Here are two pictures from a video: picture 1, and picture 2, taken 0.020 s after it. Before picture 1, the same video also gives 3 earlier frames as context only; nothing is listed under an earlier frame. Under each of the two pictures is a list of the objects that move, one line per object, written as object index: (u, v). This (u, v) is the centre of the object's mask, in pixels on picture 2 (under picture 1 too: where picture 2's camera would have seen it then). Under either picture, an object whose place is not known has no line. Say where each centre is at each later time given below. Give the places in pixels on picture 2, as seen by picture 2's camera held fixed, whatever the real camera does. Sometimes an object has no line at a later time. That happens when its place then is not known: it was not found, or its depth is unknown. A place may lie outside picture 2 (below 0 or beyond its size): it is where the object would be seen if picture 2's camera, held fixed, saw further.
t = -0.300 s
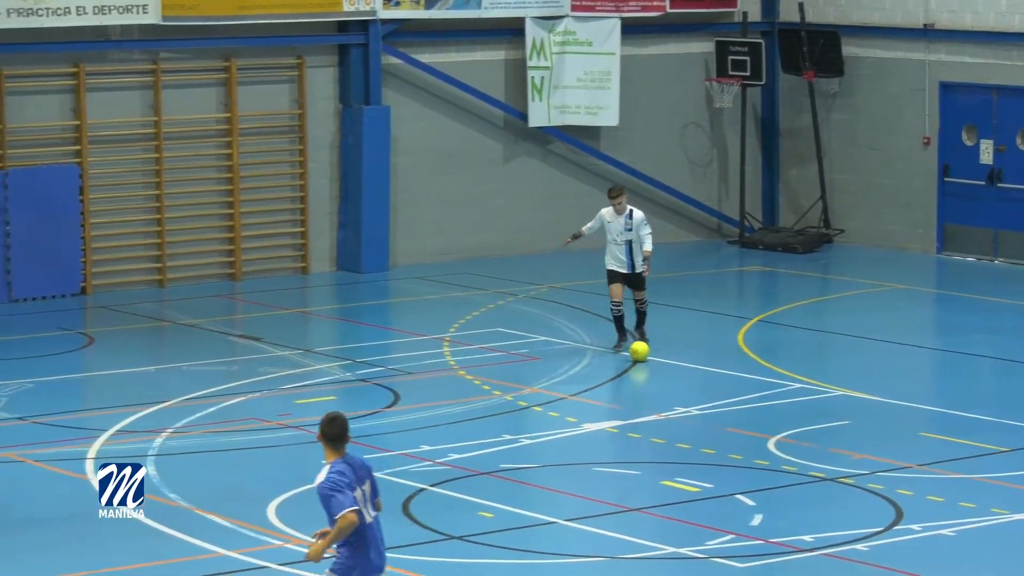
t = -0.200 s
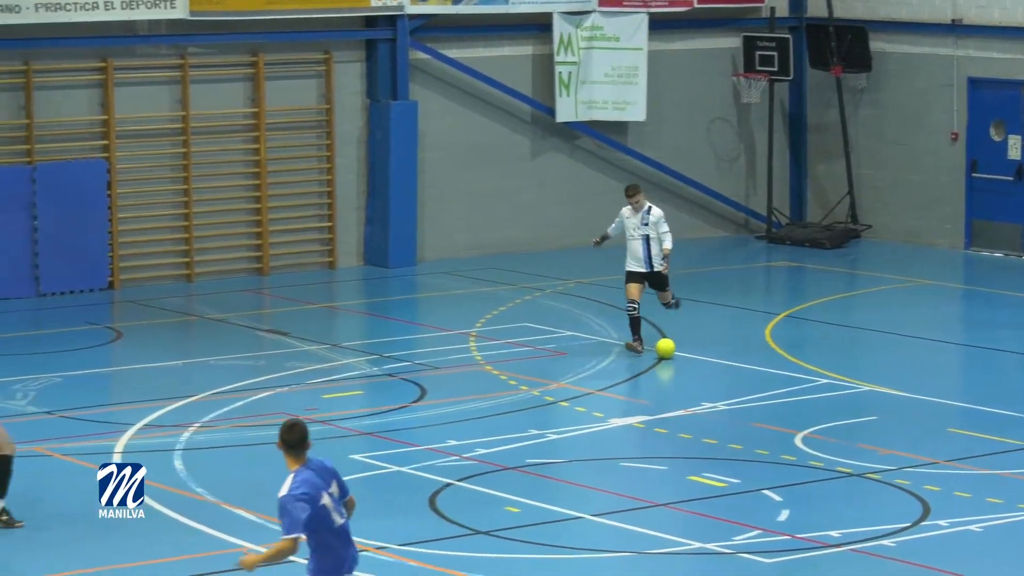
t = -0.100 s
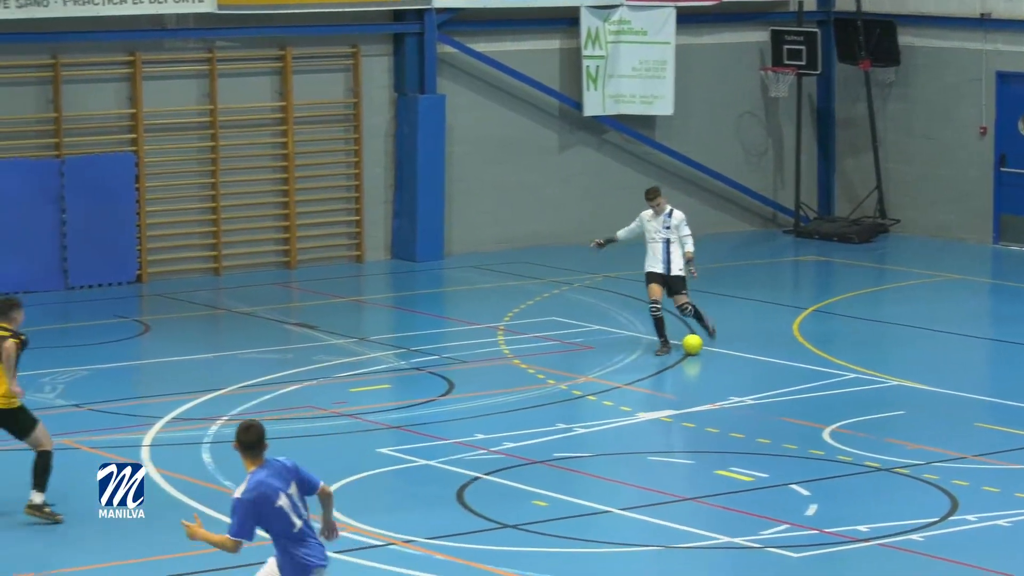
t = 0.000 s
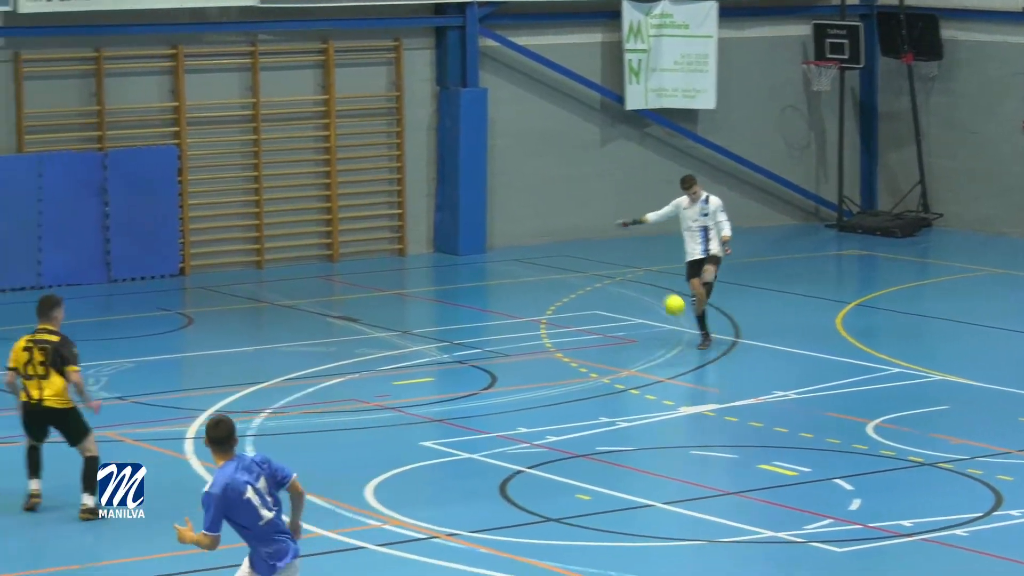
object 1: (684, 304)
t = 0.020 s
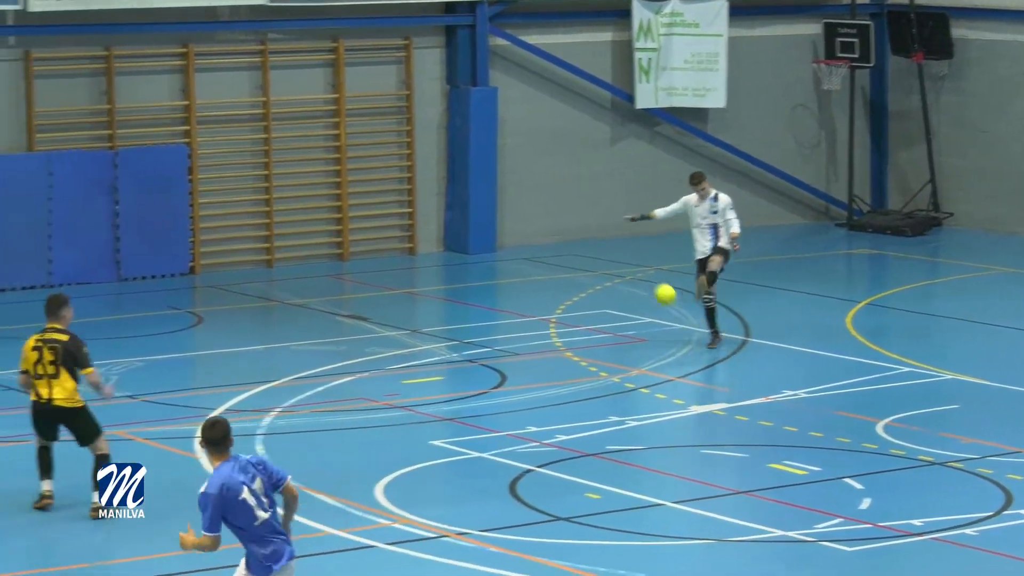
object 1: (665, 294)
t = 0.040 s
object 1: (645, 284)
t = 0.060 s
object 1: (625, 275)
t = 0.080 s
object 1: (604, 266)
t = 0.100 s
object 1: (584, 257)
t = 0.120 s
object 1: (563, 249)
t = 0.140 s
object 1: (542, 240)
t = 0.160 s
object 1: (520, 232)
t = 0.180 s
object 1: (496, 225)
